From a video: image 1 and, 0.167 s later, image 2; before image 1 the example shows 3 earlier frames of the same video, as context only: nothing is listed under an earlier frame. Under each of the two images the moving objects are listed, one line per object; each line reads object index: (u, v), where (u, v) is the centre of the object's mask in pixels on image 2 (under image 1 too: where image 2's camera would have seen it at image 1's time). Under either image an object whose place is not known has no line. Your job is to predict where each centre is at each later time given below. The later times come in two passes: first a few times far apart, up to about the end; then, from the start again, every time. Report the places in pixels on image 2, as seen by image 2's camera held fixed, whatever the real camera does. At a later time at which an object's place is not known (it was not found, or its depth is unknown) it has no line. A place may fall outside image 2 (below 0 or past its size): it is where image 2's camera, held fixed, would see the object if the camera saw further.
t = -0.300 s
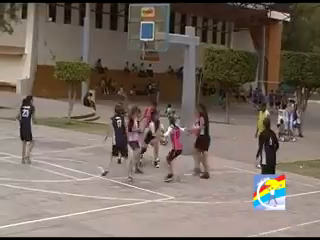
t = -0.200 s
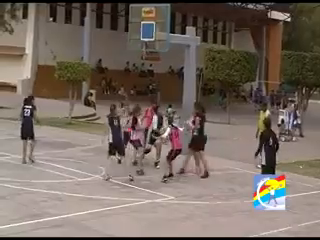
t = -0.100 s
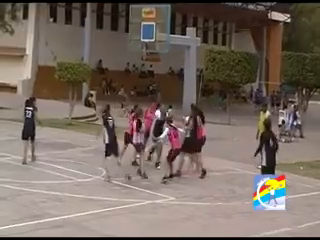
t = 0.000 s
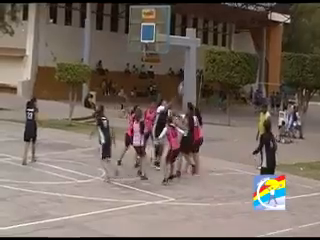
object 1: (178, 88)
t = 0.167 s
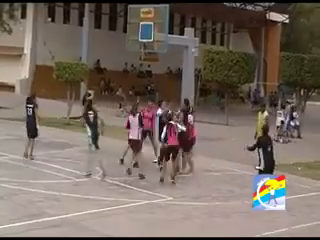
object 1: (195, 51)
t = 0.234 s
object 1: (201, 40)
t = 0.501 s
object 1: (224, 15)
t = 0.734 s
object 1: (244, 19)
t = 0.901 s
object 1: (259, 40)
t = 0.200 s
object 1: (198, 46)
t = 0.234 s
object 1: (201, 40)
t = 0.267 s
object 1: (204, 35)
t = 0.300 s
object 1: (206, 32)
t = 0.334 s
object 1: (209, 27)
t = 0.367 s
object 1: (212, 25)
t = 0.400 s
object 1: (215, 21)
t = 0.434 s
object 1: (218, 19)
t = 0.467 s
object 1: (221, 17)
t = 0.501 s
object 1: (224, 15)
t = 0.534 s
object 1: (227, 14)
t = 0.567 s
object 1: (230, 14)
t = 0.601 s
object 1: (233, 15)
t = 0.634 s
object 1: (236, 15)
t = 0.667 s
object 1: (239, 16)
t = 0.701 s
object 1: (242, 18)
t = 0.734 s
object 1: (244, 19)
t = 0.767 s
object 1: (248, 23)
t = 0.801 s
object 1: (251, 26)
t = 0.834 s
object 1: (253, 31)
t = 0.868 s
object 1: (256, 35)
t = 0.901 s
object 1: (259, 40)
